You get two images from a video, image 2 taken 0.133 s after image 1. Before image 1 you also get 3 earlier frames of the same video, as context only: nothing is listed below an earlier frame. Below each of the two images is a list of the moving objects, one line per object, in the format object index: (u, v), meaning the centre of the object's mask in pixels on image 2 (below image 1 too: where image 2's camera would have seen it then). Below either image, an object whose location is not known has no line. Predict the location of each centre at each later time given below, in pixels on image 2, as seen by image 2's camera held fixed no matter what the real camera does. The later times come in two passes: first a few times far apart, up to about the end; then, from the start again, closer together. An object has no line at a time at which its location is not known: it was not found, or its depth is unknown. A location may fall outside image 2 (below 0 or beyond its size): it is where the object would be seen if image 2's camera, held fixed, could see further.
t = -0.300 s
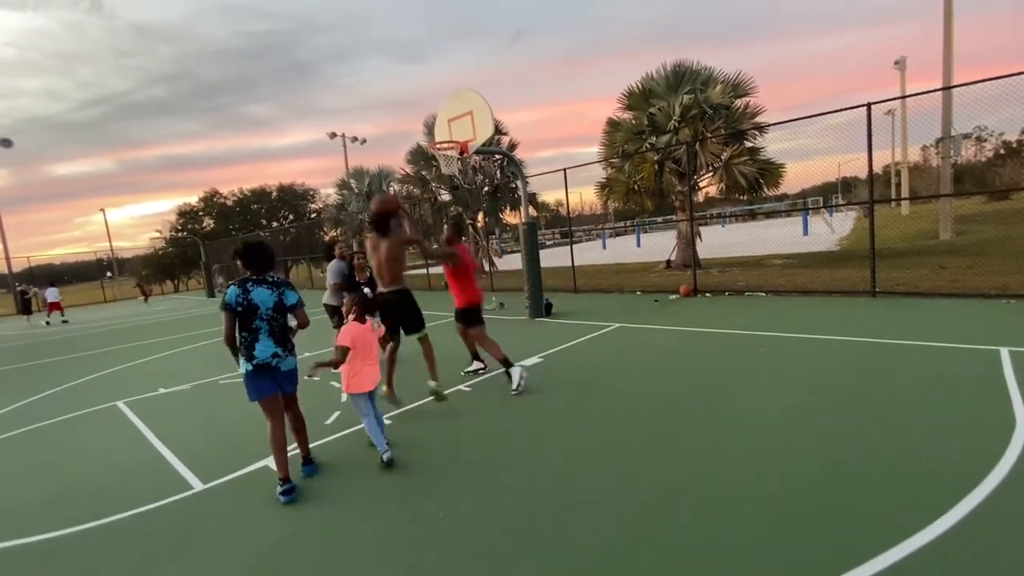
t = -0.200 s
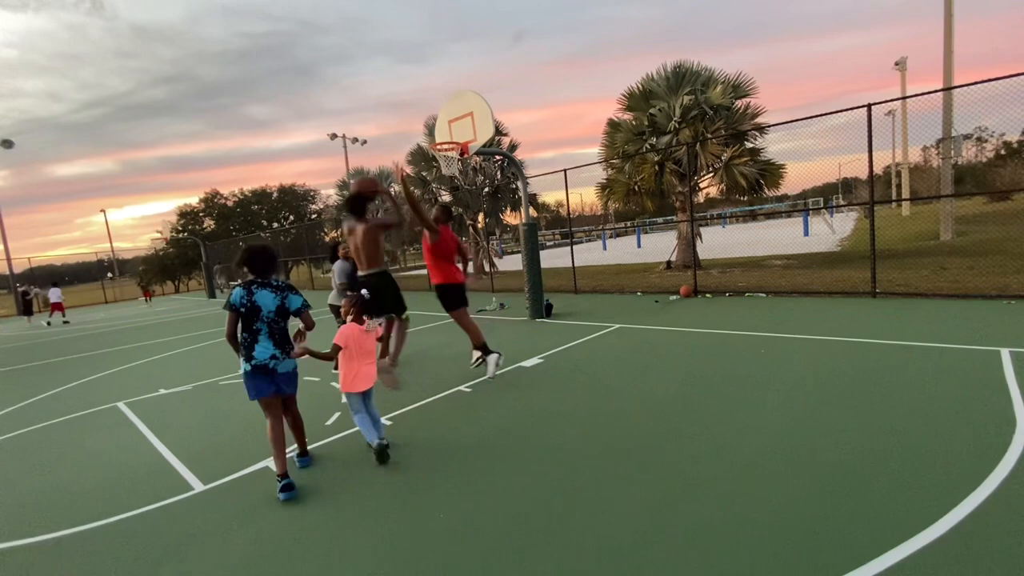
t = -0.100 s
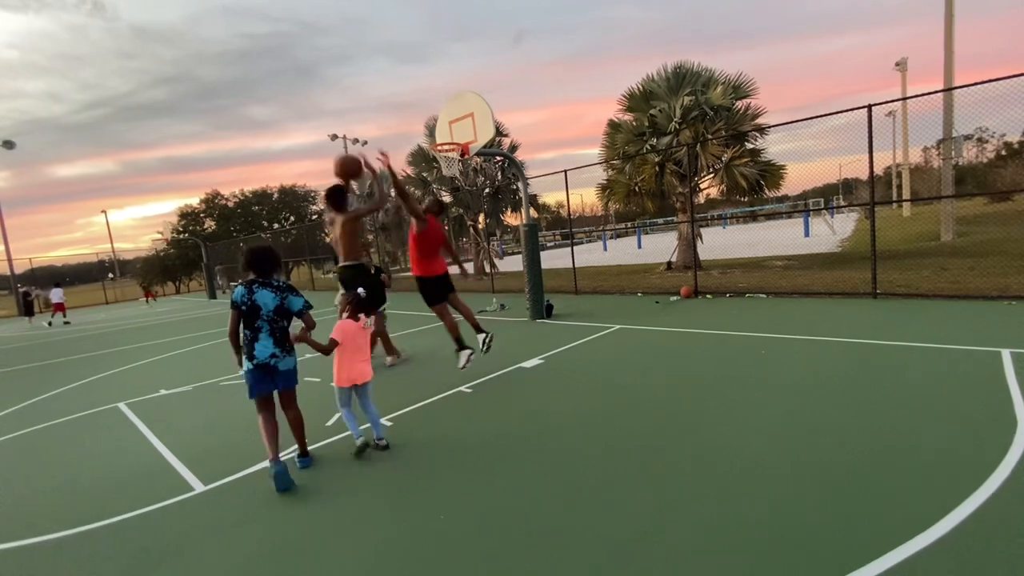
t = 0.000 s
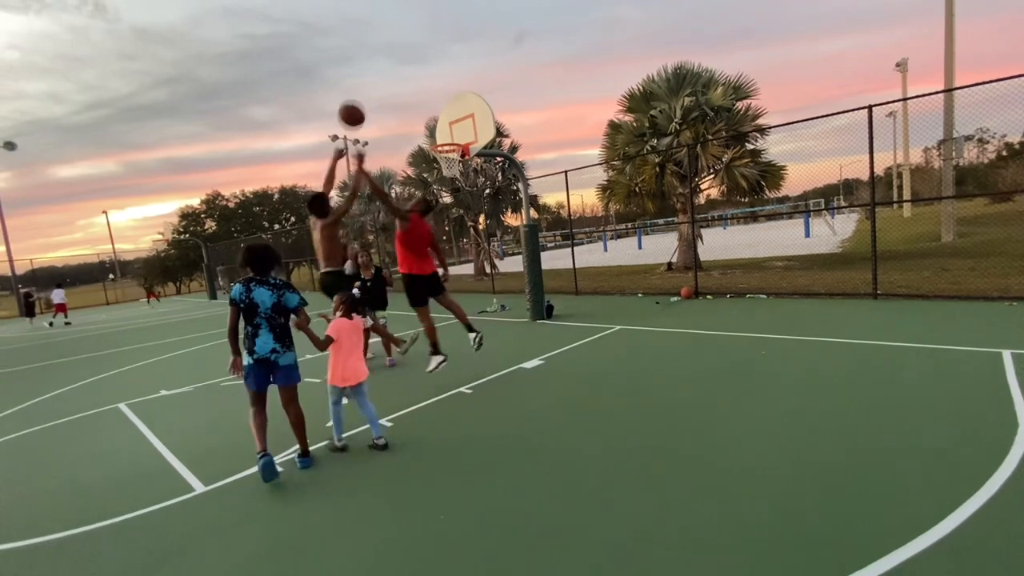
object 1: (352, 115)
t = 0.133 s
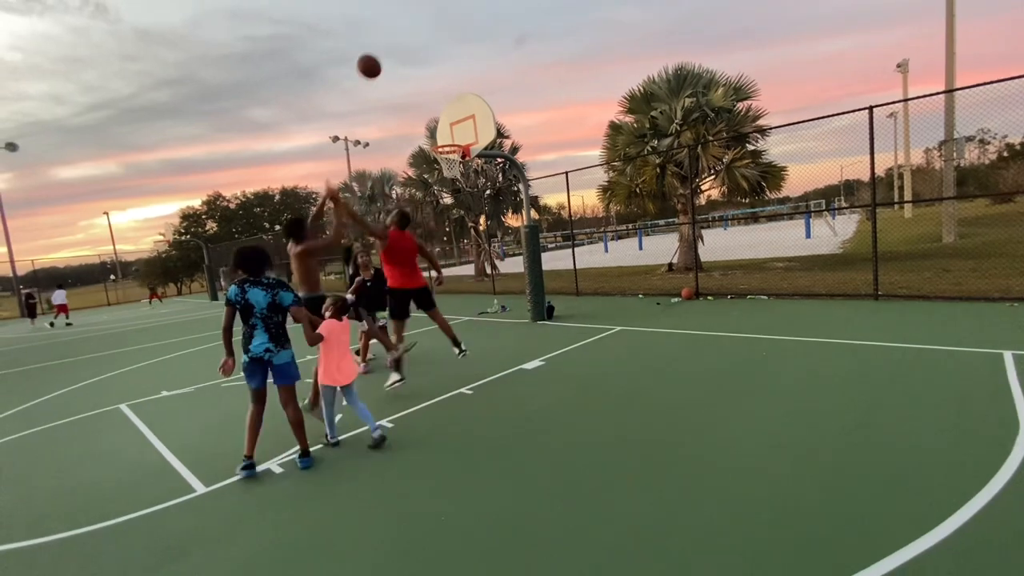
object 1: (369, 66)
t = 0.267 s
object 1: (385, 41)
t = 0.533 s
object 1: (415, 43)
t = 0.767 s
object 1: (439, 85)
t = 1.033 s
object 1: (437, 139)
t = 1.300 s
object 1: (398, 108)
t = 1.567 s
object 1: (360, 125)
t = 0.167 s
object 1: (373, 57)
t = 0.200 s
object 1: (377, 51)
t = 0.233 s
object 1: (381, 45)
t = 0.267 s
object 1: (385, 41)
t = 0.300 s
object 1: (389, 38)
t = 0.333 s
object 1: (392, 36)
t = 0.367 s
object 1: (396, 35)
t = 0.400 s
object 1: (401, 35)
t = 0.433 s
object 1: (404, 36)
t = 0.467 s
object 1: (408, 37)
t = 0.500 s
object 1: (411, 40)
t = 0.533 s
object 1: (415, 43)
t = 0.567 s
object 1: (419, 47)
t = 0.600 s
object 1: (422, 52)
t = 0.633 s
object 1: (425, 58)
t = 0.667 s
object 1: (429, 64)
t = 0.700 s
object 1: (432, 71)
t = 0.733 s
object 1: (435, 77)
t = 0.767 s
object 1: (439, 85)
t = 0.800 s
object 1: (442, 93)
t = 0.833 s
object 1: (445, 102)
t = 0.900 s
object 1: (452, 121)
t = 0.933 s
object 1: (451, 128)
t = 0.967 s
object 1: (446, 135)
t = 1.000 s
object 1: (441, 141)
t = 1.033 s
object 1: (437, 139)
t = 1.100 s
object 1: (427, 128)
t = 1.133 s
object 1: (422, 123)
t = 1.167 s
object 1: (417, 118)
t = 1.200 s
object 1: (412, 115)
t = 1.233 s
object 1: (408, 111)
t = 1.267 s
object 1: (403, 109)
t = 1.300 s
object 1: (398, 108)
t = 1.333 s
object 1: (393, 107)
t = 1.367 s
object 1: (388, 107)
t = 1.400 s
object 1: (383, 108)
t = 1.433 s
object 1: (378, 110)
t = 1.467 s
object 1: (374, 112)
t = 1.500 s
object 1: (369, 116)
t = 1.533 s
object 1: (364, 120)
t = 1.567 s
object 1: (360, 125)
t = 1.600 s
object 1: (355, 130)
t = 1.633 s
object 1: (351, 137)
